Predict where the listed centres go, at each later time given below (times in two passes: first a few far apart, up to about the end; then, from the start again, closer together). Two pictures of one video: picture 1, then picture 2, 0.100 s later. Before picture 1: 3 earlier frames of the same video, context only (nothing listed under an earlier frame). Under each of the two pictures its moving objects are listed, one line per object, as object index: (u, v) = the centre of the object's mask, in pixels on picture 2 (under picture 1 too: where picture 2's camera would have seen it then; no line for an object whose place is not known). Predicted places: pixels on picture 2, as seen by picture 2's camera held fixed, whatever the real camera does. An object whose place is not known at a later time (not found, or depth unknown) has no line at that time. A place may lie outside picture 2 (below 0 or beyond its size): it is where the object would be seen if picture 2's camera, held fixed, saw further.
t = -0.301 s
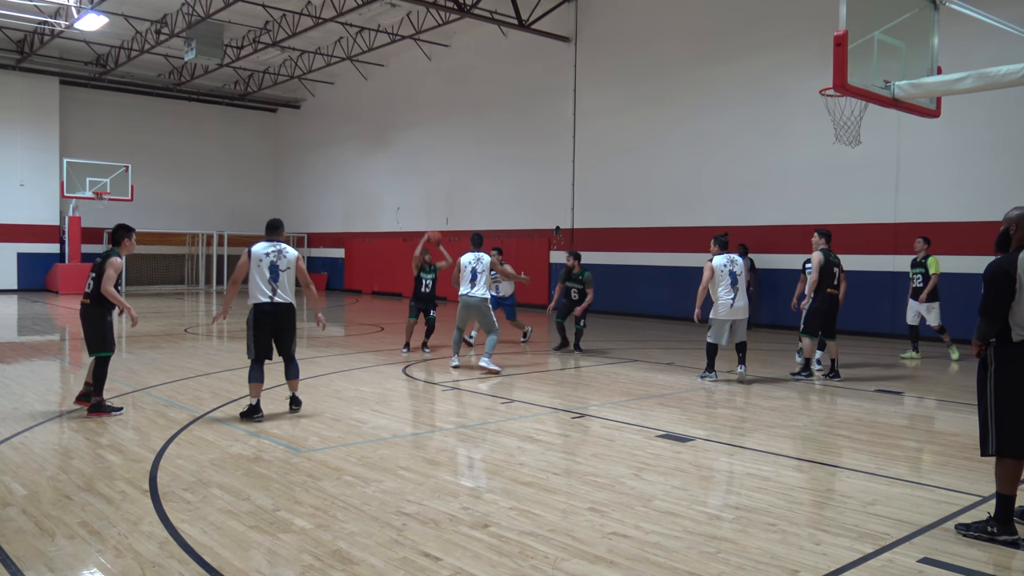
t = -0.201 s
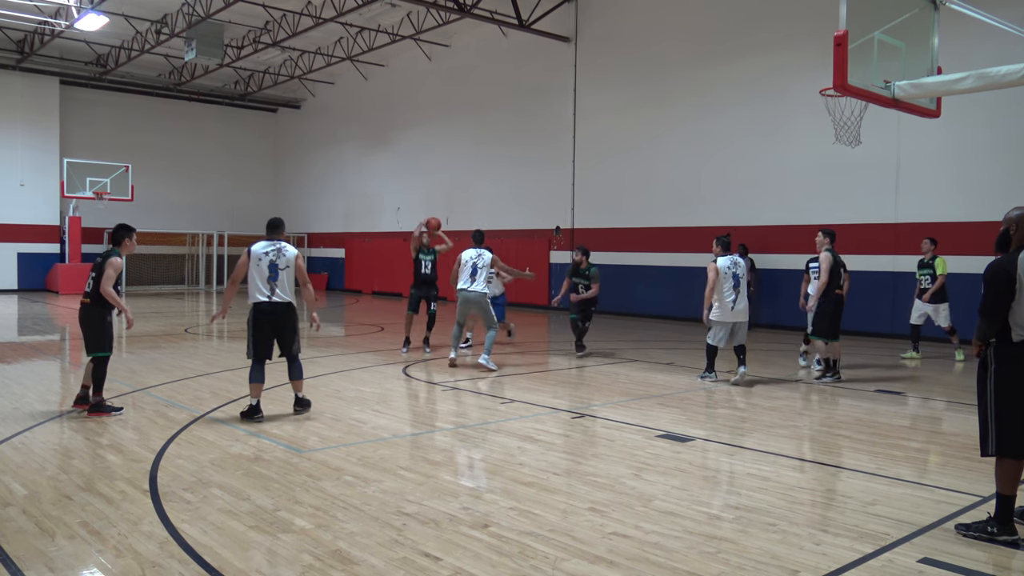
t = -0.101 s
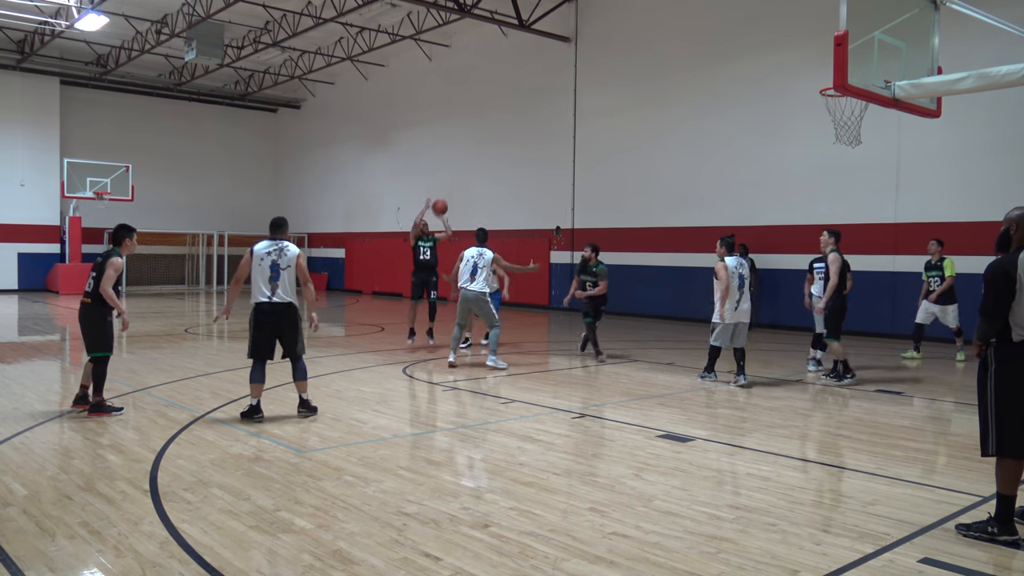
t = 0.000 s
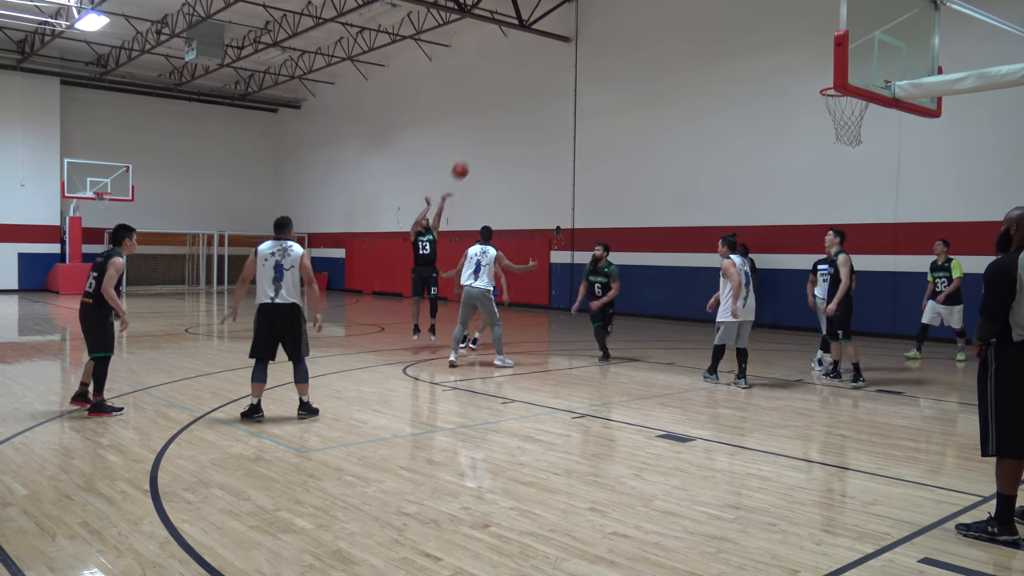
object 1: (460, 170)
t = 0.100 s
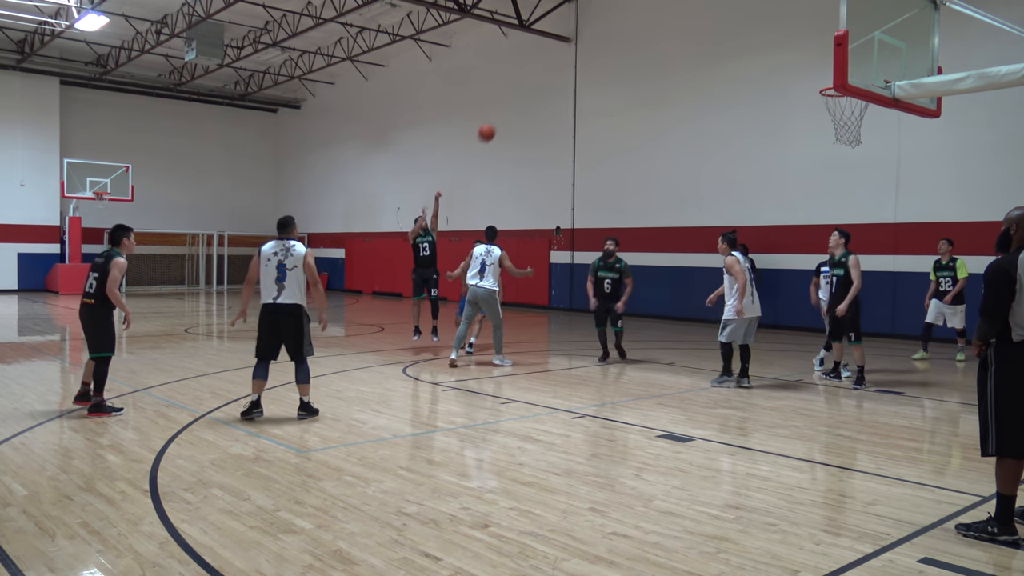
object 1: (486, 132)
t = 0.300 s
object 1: (545, 71)
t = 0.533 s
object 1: (620, 29)
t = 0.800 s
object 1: (726, 34)
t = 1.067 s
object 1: (811, 88)
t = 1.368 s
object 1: (747, 112)
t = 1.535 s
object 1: (720, 152)
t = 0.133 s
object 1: (496, 121)
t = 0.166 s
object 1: (505, 110)
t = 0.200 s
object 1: (515, 100)
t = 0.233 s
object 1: (525, 89)
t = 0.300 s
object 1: (545, 71)
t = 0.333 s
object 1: (555, 63)
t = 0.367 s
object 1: (565, 55)
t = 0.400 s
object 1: (576, 48)
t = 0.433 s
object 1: (587, 42)
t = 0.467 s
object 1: (598, 36)
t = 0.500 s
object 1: (609, 32)
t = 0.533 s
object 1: (620, 29)
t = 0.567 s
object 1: (632, 26)
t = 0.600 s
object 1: (645, 24)
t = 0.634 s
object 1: (658, 24)
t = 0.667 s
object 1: (671, 24)
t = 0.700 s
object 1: (683, 25)
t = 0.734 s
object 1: (697, 27)
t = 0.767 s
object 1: (710, 30)
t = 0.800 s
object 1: (726, 34)
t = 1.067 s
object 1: (811, 88)
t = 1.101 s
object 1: (804, 87)
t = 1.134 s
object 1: (797, 87)
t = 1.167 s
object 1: (789, 87)
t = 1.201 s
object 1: (781, 89)
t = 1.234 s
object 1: (774, 92)
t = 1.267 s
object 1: (767, 95)
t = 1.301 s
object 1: (760, 100)
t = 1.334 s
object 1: (754, 105)
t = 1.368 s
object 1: (747, 112)
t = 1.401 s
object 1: (742, 118)
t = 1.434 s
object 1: (737, 125)
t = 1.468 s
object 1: (730, 134)
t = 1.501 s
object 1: (725, 143)
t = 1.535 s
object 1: (720, 152)
